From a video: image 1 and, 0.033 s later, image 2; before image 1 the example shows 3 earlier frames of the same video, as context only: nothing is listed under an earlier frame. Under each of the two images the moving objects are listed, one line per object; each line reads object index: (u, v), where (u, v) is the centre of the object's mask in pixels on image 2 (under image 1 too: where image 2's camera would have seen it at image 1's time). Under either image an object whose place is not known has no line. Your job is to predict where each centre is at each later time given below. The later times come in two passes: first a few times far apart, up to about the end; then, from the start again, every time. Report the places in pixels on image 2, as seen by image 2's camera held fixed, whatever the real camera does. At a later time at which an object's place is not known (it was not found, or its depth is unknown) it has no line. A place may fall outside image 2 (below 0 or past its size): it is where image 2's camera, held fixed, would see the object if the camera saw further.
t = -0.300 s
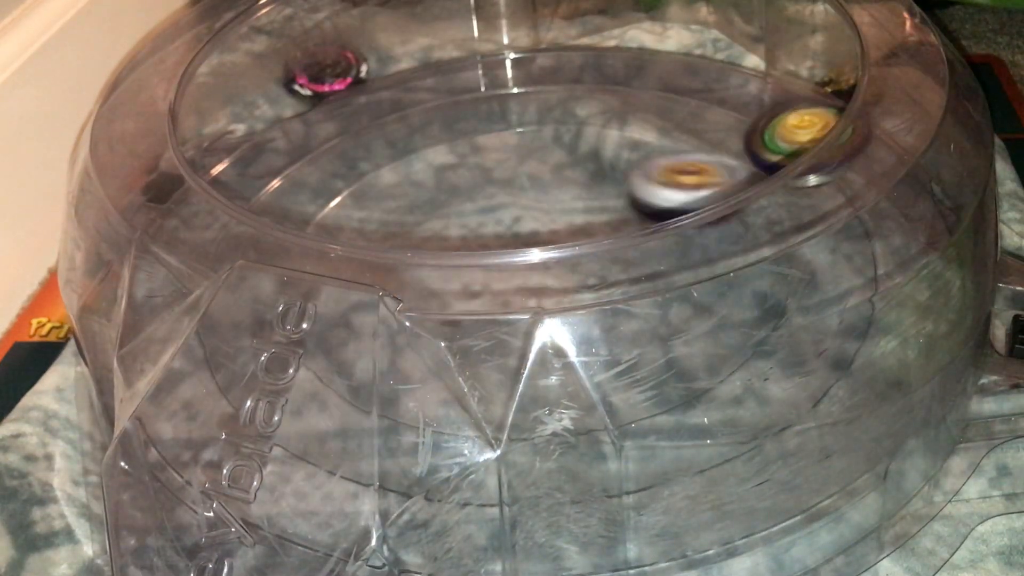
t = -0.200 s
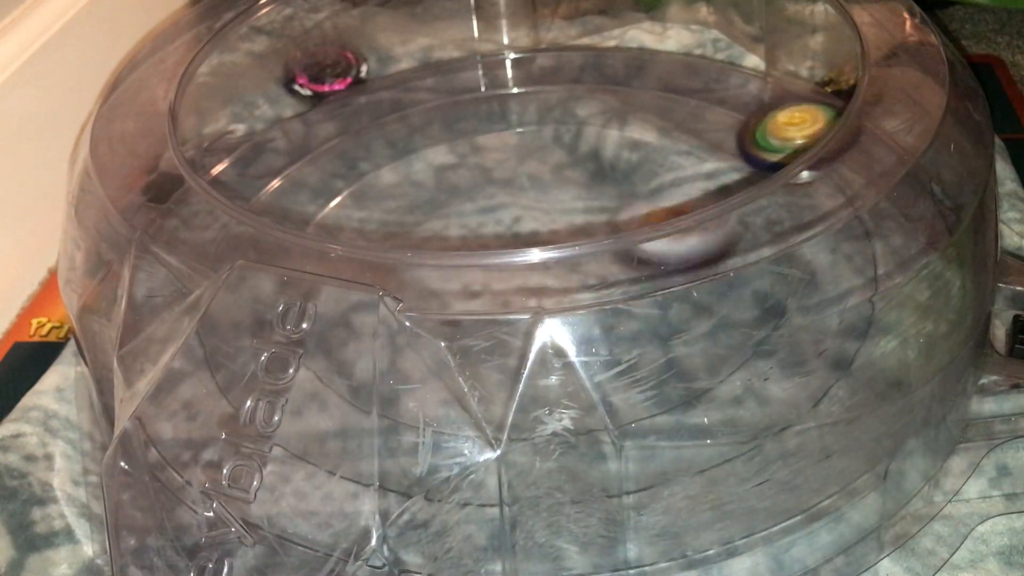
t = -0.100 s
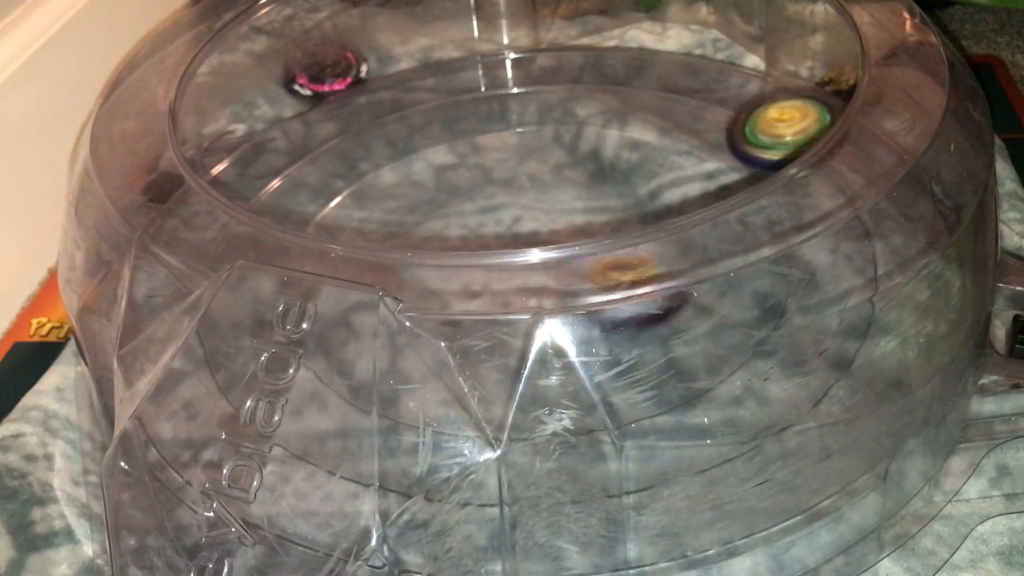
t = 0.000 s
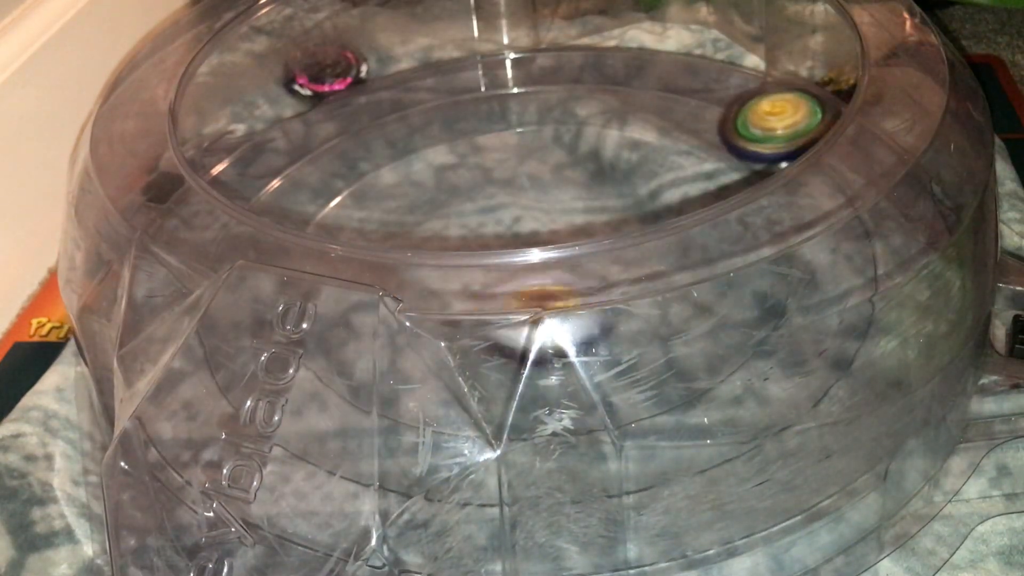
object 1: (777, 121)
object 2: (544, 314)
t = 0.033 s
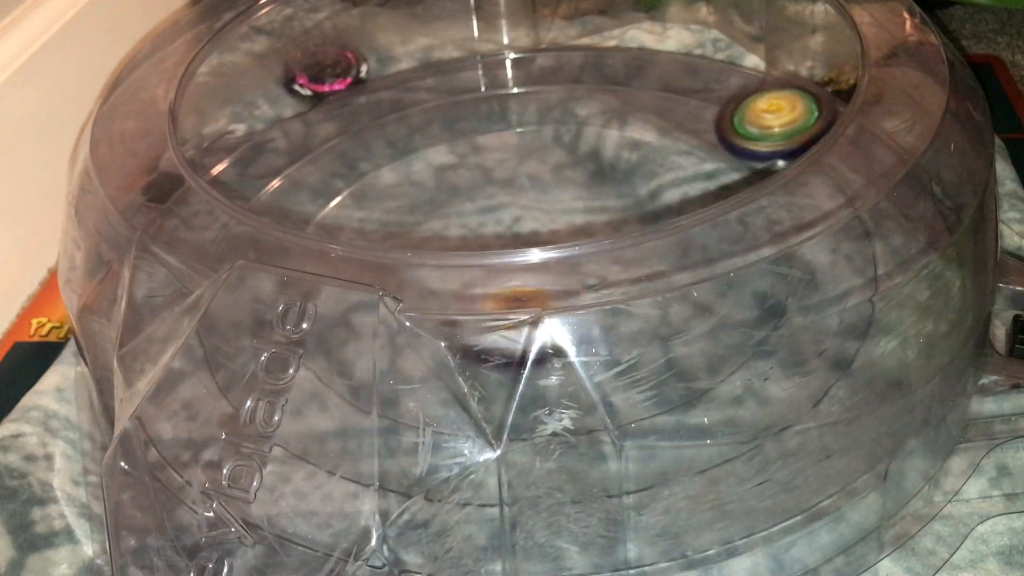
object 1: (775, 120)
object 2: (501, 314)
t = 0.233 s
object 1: (750, 111)
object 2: (457, 231)
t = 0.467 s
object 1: (715, 108)
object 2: (591, 149)
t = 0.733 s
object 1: (730, 99)
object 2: (552, 284)
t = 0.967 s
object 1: (703, 98)
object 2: (481, 251)
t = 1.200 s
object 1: (674, 110)
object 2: (557, 176)
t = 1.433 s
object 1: (683, 159)
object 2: (548, 282)
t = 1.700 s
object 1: (668, 211)
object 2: (322, 251)
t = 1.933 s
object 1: (656, 214)
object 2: (186, 216)
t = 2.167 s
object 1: (532, 263)
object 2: (210, 178)
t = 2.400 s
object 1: (493, 251)
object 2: (276, 165)
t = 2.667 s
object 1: (509, 244)
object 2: (459, 166)
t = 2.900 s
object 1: (555, 285)
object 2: (616, 180)
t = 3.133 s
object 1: (505, 293)
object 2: (643, 280)
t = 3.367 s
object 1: (437, 267)
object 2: (605, 302)
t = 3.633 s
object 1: (392, 187)
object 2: (640, 285)
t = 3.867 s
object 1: (462, 204)
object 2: (581, 273)
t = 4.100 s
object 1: (244, 136)
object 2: (849, 209)
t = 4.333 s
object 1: (374, 151)
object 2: (805, 167)
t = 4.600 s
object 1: (538, 218)
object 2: (728, 93)
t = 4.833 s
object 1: (594, 264)
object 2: (625, 70)
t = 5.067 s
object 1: (575, 266)
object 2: (509, 69)
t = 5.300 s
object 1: (564, 263)
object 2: (400, 92)
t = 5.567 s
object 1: (549, 247)
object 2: (307, 140)
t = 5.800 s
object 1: (533, 249)
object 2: (276, 187)
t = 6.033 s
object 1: (517, 248)
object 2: (277, 252)
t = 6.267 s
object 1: (625, 176)
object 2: (332, 311)
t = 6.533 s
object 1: (773, 114)
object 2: (426, 311)
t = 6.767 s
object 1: (784, 127)
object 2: (577, 246)
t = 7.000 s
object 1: (793, 147)
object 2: (627, 189)
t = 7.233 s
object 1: (797, 152)
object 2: (584, 199)
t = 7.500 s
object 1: (800, 151)
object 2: (457, 232)
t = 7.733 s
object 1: (790, 150)
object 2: (421, 212)
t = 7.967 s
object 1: (784, 153)
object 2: (464, 222)
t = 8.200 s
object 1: (777, 159)
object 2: (523, 280)
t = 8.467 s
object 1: (724, 228)
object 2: (570, 275)
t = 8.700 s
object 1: (654, 275)
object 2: (448, 270)
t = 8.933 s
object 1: (541, 259)
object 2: (422, 210)
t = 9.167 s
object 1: (544, 235)
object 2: (402, 196)
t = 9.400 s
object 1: (561, 235)
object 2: (424, 218)
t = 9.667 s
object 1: (651, 241)
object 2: (431, 265)
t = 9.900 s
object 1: (665, 256)
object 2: (489, 248)
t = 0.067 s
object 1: (772, 120)
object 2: (481, 310)
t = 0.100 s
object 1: (768, 118)
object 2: (463, 305)
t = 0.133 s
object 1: (764, 117)
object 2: (457, 297)
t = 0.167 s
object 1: (760, 116)
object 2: (451, 289)
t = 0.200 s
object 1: (756, 114)
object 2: (452, 265)
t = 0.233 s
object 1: (750, 111)
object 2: (457, 231)
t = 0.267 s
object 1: (746, 111)
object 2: (471, 219)
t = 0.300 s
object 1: (741, 110)
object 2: (485, 204)
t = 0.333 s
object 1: (736, 110)
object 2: (505, 186)
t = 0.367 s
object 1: (731, 109)
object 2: (524, 171)
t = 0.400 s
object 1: (726, 109)
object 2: (543, 161)
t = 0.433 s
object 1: (720, 108)
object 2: (571, 153)
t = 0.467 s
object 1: (715, 108)
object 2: (591, 149)
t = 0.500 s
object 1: (718, 101)
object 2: (602, 153)
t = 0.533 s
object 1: (735, 95)
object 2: (598, 171)
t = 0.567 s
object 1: (741, 89)
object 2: (591, 190)
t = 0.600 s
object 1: (741, 94)
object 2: (584, 206)
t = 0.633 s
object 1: (739, 96)
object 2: (578, 226)
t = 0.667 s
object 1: (736, 99)
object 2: (570, 250)
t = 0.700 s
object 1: (734, 99)
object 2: (561, 281)
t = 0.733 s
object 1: (730, 99)
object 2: (552, 284)
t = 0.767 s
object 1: (726, 98)
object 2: (537, 287)
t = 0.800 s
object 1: (723, 97)
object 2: (527, 290)
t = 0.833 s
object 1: (718, 97)
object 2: (518, 290)
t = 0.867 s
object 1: (715, 97)
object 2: (503, 290)
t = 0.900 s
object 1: (711, 97)
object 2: (490, 289)
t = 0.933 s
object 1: (707, 97)
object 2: (487, 270)
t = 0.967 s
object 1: (703, 98)
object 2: (481, 251)
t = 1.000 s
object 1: (699, 99)
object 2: (482, 227)
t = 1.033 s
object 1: (695, 99)
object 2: (488, 219)
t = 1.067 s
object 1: (691, 100)
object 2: (496, 209)
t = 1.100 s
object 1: (687, 102)
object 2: (509, 198)
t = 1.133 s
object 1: (682, 103)
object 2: (524, 187)
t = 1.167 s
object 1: (678, 105)
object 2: (540, 180)
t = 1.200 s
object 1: (674, 110)
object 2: (557, 176)
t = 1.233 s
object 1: (670, 116)
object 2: (572, 176)
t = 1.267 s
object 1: (678, 111)
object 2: (572, 189)
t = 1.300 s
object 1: (685, 111)
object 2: (570, 206)
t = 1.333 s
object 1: (689, 116)
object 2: (566, 228)
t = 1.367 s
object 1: (689, 129)
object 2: (561, 245)
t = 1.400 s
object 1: (687, 142)
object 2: (556, 264)
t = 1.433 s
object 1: (683, 159)
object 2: (548, 282)
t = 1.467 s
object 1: (674, 173)
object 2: (540, 285)
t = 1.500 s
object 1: (661, 186)
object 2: (522, 289)
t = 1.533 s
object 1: (648, 196)
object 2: (513, 288)
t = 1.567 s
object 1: (634, 218)
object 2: (500, 289)
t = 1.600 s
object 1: (616, 234)
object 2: (487, 272)
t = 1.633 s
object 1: (621, 235)
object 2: (446, 251)
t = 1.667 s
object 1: (647, 222)
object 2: (368, 259)
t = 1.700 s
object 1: (668, 211)
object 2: (322, 251)
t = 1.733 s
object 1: (680, 202)
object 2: (244, 255)
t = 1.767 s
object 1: (687, 197)
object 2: (196, 252)
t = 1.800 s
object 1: (687, 195)
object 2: (176, 242)
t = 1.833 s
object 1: (685, 197)
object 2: (159, 240)
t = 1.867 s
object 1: (677, 201)
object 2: (175, 230)
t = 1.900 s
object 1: (669, 207)
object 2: (183, 218)
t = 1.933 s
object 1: (656, 214)
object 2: (186, 216)
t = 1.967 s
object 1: (642, 222)
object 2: (193, 208)
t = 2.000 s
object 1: (627, 227)
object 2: (197, 200)
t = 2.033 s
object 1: (610, 235)
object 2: (198, 194)
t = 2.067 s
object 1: (591, 242)
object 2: (202, 189)
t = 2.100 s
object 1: (570, 245)
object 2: (205, 185)
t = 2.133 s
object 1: (547, 248)
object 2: (206, 182)
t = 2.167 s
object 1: (532, 263)
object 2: (210, 178)
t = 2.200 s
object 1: (520, 262)
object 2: (212, 175)
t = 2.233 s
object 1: (506, 251)
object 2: (218, 172)
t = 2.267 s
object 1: (499, 252)
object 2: (222, 170)
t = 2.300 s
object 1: (495, 252)
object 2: (241, 164)
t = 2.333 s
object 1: (493, 252)
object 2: (248, 163)
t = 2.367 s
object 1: (492, 253)
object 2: (262, 166)
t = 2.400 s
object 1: (493, 251)
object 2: (276, 165)
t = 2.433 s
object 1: (494, 249)
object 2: (292, 162)
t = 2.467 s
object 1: (496, 248)
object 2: (306, 160)
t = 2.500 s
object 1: (498, 247)
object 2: (324, 159)
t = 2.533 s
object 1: (500, 245)
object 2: (343, 162)
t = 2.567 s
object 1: (503, 245)
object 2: (367, 164)
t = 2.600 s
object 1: (504, 244)
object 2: (396, 165)
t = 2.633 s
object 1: (507, 242)
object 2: (424, 166)
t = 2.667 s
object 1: (509, 244)
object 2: (459, 166)
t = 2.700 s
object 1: (525, 253)
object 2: (482, 160)
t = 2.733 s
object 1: (538, 266)
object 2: (505, 154)
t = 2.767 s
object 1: (549, 272)
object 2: (528, 152)
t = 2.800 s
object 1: (559, 284)
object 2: (554, 155)
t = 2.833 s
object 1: (562, 284)
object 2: (578, 160)
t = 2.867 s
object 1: (561, 284)
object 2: (599, 169)
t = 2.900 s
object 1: (555, 285)
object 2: (616, 180)
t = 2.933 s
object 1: (551, 286)
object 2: (630, 192)
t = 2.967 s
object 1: (546, 287)
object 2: (637, 200)
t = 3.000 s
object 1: (540, 289)
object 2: (648, 225)
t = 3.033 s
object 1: (527, 294)
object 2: (655, 244)
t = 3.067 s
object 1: (519, 296)
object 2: (664, 262)
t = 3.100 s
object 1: (513, 297)
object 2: (657, 272)
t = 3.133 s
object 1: (505, 293)
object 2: (643, 280)
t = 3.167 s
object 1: (479, 301)
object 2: (652, 284)
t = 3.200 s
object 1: (462, 292)
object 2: (657, 287)
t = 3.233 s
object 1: (444, 289)
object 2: (655, 291)
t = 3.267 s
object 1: (436, 279)
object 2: (648, 295)
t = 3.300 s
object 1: (432, 276)
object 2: (633, 299)
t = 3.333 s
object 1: (433, 271)
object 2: (619, 301)
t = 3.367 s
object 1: (437, 267)
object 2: (605, 302)
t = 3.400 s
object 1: (440, 265)
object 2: (587, 299)
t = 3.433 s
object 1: (450, 254)
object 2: (563, 301)
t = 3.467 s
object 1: (439, 232)
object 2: (568, 300)
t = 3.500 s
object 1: (420, 223)
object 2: (594, 299)
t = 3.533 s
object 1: (403, 213)
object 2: (613, 295)
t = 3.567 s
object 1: (395, 204)
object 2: (627, 292)
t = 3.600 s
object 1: (391, 193)
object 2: (636, 290)
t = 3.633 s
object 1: (392, 187)
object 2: (640, 285)
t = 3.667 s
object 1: (398, 185)
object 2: (639, 283)
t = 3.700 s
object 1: (404, 186)
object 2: (637, 283)
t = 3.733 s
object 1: (414, 188)
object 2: (629, 282)
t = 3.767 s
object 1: (424, 192)
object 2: (619, 280)
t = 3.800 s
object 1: (437, 193)
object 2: (607, 278)
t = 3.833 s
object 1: (449, 198)
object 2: (592, 276)
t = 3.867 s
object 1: (462, 204)
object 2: (581, 273)
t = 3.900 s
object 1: (467, 207)
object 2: (576, 249)
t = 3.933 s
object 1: (416, 197)
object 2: (643, 244)
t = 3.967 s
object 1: (359, 174)
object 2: (694, 248)
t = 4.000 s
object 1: (316, 159)
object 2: (749, 230)
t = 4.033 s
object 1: (273, 150)
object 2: (786, 218)
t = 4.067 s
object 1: (238, 143)
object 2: (824, 212)
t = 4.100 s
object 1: (244, 136)
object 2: (849, 209)
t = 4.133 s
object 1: (268, 139)
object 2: (864, 202)
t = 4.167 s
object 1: (290, 145)
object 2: (844, 202)
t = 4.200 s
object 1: (311, 143)
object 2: (837, 203)
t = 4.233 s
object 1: (329, 142)
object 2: (828, 193)
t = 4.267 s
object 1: (343, 143)
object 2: (821, 190)
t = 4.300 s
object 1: (358, 145)
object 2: (811, 177)
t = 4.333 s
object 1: (374, 151)
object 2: (805, 167)
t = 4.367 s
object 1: (393, 157)
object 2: (798, 156)
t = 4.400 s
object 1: (412, 161)
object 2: (789, 145)
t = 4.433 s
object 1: (434, 170)
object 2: (775, 129)
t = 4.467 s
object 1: (455, 179)
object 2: (774, 123)
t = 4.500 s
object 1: (475, 190)
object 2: (765, 116)
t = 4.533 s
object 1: (499, 201)
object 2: (752, 108)
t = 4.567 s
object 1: (520, 212)
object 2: (740, 100)
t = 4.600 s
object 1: (538, 218)
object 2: (728, 93)
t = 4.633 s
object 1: (555, 223)
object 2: (714, 86)
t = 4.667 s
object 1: (573, 243)
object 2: (700, 81)
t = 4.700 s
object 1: (585, 256)
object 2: (687, 76)
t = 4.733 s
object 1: (591, 258)
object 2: (672, 76)
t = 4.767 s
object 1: (595, 261)
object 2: (658, 73)
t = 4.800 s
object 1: (594, 262)
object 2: (642, 73)
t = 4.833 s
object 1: (594, 264)
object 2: (625, 70)
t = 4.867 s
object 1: (595, 272)
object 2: (609, 69)
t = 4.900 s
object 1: (593, 272)
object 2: (593, 64)
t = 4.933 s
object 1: (590, 273)
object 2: (577, 64)
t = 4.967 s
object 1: (587, 273)
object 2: (560, 65)
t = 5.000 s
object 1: (584, 273)
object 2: (542, 66)
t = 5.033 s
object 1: (580, 274)
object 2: (527, 68)
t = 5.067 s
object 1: (575, 266)
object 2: (509, 69)
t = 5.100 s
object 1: (572, 267)
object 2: (491, 71)
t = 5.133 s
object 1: (570, 267)
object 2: (475, 74)
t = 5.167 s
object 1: (569, 266)
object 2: (460, 78)
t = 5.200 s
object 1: (567, 265)
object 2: (445, 81)
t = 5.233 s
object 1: (566, 264)
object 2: (428, 83)
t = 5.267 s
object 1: (565, 264)
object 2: (414, 88)
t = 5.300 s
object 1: (564, 263)
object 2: (400, 92)
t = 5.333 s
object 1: (562, 263)
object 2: (387, 97)
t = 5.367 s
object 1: (561, 260)
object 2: (373, 103)
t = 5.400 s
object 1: (559, 261)
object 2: (360, 108)
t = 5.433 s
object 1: (557, 259)
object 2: (349, 114)
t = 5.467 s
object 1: (556, 259)
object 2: (338, 120)
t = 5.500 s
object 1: (553, 259)
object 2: (327, 127)
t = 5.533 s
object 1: (551, 259)
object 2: (318, 134)
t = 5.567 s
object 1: (549, 247)
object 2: (307, 140)
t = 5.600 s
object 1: (545, 248)
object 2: (299, 147)
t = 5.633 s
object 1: (543, 248)
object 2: (292, 155)
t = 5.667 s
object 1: (542, 248)
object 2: (285, 162)
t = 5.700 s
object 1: (540, 248)
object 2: (279, 170)
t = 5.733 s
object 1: (538, 249)
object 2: (274, 176)
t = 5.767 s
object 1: (536, 249)
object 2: (274, 182)
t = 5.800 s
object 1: (533, 249)
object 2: (276, 187)
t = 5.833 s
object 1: (530, 249)
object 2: (267, 197)
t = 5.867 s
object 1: (528, 248)
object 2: (266, 203)
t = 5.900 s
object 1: (525, 248)
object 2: (268, 213)
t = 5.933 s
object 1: (523, 248)
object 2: (269, 223)
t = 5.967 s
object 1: (521, 248)
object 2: (272, 232)
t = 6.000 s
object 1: (519, 248)
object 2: (275, 241)
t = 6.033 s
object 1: (517, 248)
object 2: (277, 252)
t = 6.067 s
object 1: (515, 248)
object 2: (298, 263)
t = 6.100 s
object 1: (513, 249)
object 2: (334, 243)
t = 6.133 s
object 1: (512, 249)
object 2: (361, 241)
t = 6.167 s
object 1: (511, 249)
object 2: (388, 262)
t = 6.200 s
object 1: (535, 226)
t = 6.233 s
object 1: (584, 204)
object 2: (354, 297)
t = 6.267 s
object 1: (625, 176)
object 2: (332, 311)
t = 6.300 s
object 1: (658, 152)
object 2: (316, 317)
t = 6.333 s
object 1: (689, 132)
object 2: (319, 320)
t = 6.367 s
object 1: (717, 121)
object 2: (327, 322)
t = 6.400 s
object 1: (738, 116)
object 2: (353, 328)
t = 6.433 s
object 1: (755, 110)
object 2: (360, 327)
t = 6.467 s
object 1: (768, 107)
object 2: (369, 327)
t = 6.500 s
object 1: (772, 108)
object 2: (396, 323)
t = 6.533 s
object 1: (773, 114)
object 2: (426, 311)
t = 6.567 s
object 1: (776, 117)
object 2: (451, 304)
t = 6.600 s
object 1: (778, 120)
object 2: (464, 303)
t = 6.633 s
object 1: (779, 122)
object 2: (493, 289)
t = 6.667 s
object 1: (782, 122)
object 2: (516, 279)
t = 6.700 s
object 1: (784, 122)
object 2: (546, 275)
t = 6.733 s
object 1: (783, 125)
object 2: (558, 262)
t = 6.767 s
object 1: (784, 127)
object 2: (577, 246)
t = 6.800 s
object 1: (783, 129)
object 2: (594, 221)
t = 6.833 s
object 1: (782, 131)
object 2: (603, 214)
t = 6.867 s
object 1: (779, 135)
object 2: (605, 208)
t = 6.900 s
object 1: (777, 136)
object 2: (615, 201)
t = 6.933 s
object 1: (777, 137)
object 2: (621, 197)
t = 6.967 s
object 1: (792, 146)
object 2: (625, 192)
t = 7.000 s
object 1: (793, 147)
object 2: (627, 189)
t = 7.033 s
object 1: (794, 148)
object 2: (627, 188)
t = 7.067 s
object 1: (794, 149)
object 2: (625, 188)
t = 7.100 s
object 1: (794, 150)
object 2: (620, 189)
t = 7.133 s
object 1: (795, 151)
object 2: (617, 189)
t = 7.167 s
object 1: (795, 152)
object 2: (607, 193)
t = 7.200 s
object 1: (796, 151)
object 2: (596, 196)
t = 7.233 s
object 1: (797, 152)
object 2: (584, 199)
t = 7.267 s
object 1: (797, 152)
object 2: (571, 203)
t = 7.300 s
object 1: (798, 152)
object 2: (557, 208)
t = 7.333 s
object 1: (798, 152)
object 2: (540, 213)
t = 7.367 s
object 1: (798, 152)
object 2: (524, 216)
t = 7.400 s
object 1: (799, 153)
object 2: (505, 228)
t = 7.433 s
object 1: (799, 153)
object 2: (490, 231)
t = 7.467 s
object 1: (799, 152)
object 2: (471, 232)
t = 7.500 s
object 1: (800, 151)
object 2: (457, 232)
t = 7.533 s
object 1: (799, 151)
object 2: (445, 231)
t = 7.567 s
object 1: (798, 150)
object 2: (437, 220)
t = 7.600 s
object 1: (798, 150)
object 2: (428, 217)
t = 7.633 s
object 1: (795, 148)
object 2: (423, 217)
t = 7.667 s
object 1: (797, 148)
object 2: (419, 214)
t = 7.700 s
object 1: (789, 149)
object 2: (420, 213)
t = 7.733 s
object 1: (790, 150)
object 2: (421, 212)
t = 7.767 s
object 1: (791, 150)
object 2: (425, 212)
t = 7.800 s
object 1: (790, 151)
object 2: (430, 213)
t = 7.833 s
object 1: (787, 151)
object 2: (436, 213)
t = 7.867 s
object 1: (787, 151)
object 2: (440, 214)
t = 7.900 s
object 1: (786, 150)
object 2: (450, 217)
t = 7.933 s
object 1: (784, 151)
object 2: (458, 221)
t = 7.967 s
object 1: (784, 153)
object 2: (464, 222)
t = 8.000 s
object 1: (783, 154)
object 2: (474, 238)
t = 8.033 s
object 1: (782, 154)
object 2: (483, 244)
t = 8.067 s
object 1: (782, 155)
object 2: (491, 250)
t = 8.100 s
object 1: (780, 154)
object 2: (499, 251)
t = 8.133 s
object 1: (779, 156)
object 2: (510, 265)
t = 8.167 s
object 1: (780, 157)
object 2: (513, 266)
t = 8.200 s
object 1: (777, 159)
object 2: (523, 280)
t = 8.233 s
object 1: (778, 163)
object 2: (531, 279)
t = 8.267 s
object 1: (778, 165)
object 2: (538, 282)
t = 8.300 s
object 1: (775, 164)
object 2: (543, 279)
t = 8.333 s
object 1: (774, 171)
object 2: (548, 278)
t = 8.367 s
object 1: (767, 182)
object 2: (554, 278)
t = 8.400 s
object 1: (759, 198)
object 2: (560, 277)
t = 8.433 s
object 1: (742, 211)
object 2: (565, 276)
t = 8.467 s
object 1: (724, 228)
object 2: (570, 275)
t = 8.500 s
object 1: (707, 246)
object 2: (574, 273)
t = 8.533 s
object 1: (703, 258)
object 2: (559, 275)
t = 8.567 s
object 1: (705, 260)
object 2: (524, 279)
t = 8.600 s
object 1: (704, 260)
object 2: (489, 283)
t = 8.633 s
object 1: (692, 263)
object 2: (466, 285)
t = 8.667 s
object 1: (672, 269)
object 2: (451, 286)
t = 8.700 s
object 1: (654, 275)
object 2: (448, 270)
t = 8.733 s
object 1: (629, 280)
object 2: (444, 266)
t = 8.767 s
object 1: (604, 283)
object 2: (445, 253)
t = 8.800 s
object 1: (576, 279)
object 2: (447, 248)
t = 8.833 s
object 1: (563, 274)
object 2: (440, 240)
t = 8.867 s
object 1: (555, 270)
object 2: (431, 221)
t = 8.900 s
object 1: (548, 264)
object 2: (426, 215)
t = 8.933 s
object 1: (541, 259)
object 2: (422, 210)
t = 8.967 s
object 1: (534, 253)
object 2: (421, 207)
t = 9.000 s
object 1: (528, 248)
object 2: (419, 204)
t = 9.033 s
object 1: (534, 240)
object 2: (409, 200)
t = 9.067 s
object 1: (539, 237)
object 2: (403, 198)
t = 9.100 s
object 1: (542, 235)
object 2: (399, 198)
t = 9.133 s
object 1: (542, 236)
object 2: (401, 196)
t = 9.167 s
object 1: (544, 235)
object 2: (402, 196)
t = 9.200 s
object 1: (543, 236)
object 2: (405, 198)
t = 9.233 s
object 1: (545, 237)
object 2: (409, 201)
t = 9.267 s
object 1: (546, 238)
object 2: (414, 205)
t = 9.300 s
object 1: (546, 237)
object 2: (419, 208)
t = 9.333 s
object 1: (549, 238)
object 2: (428, 214)
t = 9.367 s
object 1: (552, 237)
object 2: (430, 218)
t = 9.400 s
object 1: (561, 235)
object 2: (424, 218)
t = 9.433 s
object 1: (573, 240)
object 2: (423, 220)
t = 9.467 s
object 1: (581, 242)
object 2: (429, 226)
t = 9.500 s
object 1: (585, 242)
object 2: (436, 237)
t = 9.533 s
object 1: (589, 253)
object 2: (441, 243)
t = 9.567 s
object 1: (591, 257)
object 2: (452, 242)
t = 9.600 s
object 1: (600, 254)
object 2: (455, 249)
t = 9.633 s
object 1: (627, 246)
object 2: (440, 266)
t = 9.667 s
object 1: (651, 241)
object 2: (431, 265)
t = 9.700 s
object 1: (668, 235)
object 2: (423, 268)
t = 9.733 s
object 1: (679, 233)
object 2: (427, 266)
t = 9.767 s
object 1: (685, 238)
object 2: (441, 266)
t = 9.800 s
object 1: (685, 239)
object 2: (453, 270)
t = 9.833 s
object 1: (681, 245)
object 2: (466, 266)
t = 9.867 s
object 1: (674, 245)
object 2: (472, 266)
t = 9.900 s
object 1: (665, 256)
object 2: (489, 248)
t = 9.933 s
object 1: (652, 253)
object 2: (512, 234)
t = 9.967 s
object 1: (637, 256)
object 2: (521, 229)
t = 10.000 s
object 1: (635, 261)
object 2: (520, 226)
